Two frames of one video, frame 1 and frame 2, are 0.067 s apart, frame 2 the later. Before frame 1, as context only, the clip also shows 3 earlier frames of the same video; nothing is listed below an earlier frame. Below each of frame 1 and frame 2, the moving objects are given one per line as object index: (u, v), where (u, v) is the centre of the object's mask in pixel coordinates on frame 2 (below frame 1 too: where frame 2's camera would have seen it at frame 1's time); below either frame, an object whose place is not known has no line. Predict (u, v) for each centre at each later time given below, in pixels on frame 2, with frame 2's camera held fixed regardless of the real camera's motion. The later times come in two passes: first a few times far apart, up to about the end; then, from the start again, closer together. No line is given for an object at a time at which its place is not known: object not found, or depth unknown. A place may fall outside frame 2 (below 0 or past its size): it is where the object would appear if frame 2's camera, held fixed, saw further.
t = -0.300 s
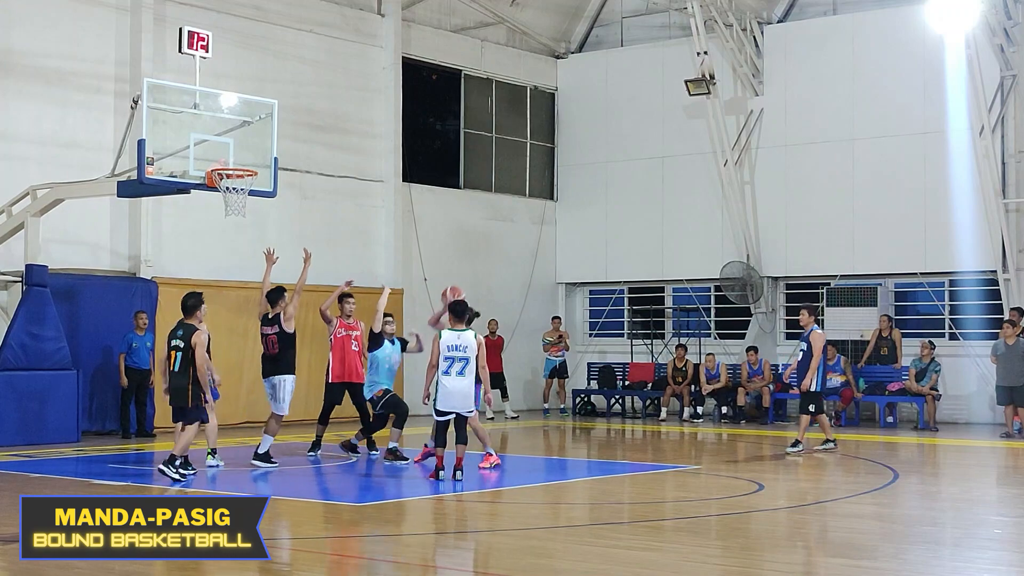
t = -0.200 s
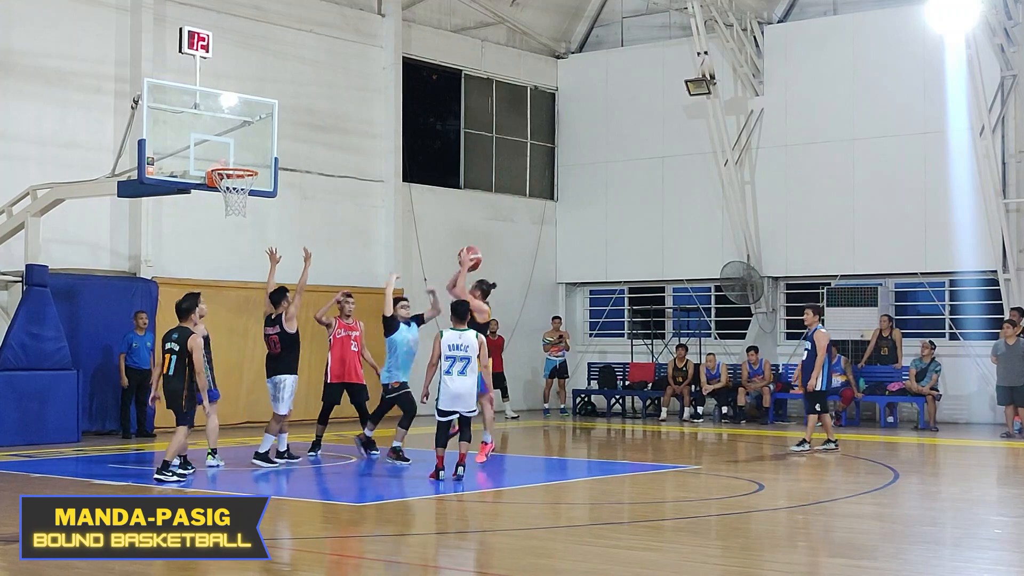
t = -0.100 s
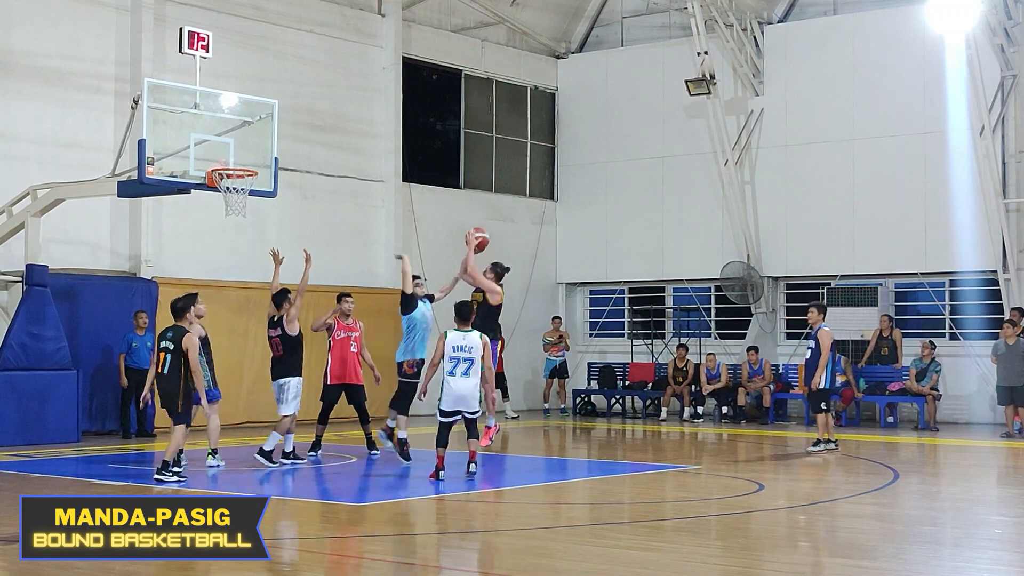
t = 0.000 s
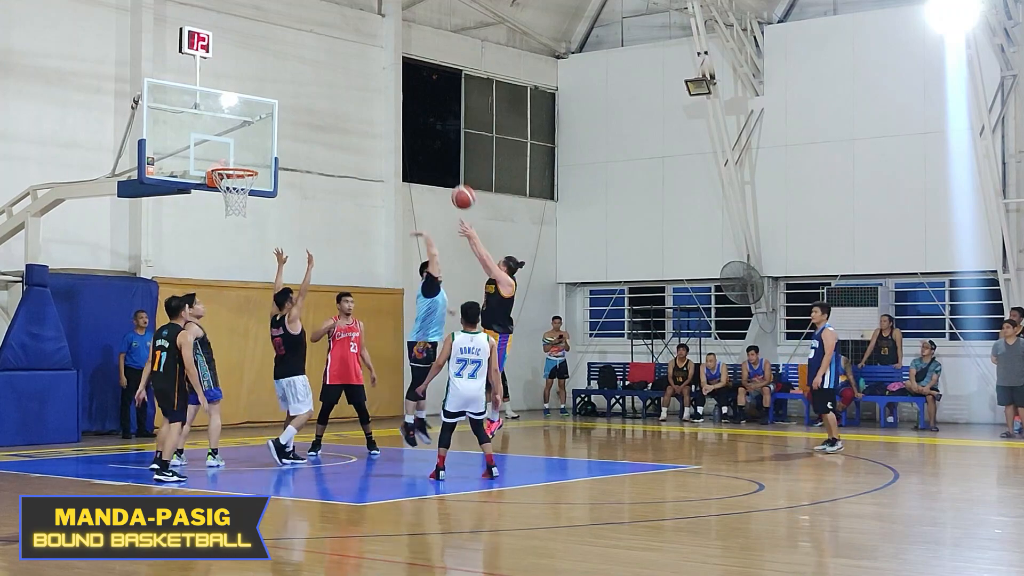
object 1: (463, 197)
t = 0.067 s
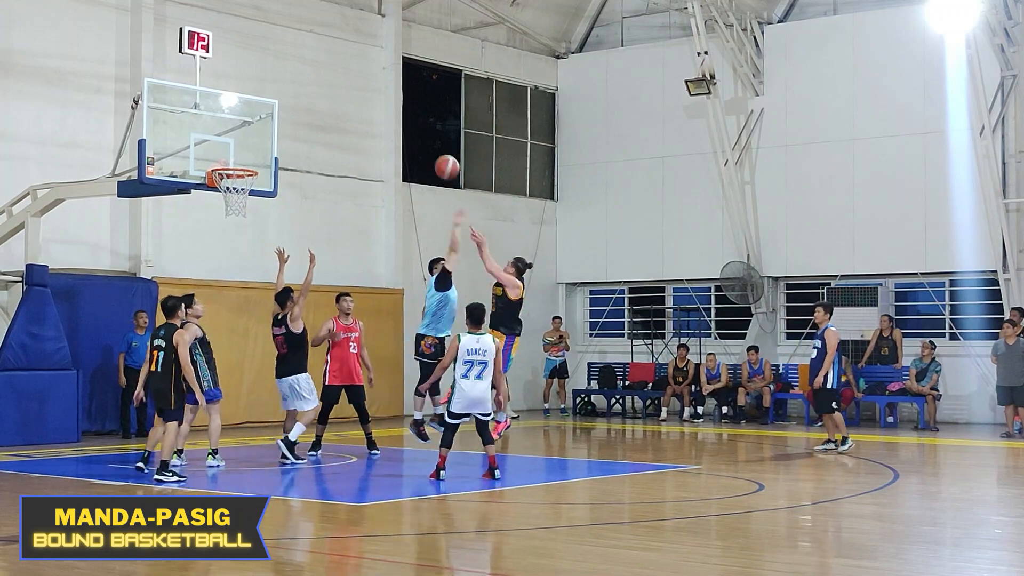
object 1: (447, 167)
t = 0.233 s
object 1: (407, 113)
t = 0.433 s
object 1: (359, 83)
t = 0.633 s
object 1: (313, 90)
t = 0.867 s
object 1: (262, 145)
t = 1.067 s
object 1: (235, 156)
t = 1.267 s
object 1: (224, 149)
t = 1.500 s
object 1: (218, 155)
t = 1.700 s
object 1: (226, 150)
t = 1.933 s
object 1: (236, 177)
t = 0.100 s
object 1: (439, 154)
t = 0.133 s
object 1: (431, 142)
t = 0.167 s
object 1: (422, 131)
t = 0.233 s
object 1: (407, 113)
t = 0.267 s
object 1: (399, 105)
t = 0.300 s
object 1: (391, 98)
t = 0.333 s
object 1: (383, 93)
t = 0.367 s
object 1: (375, 89)
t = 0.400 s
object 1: (367, 86)
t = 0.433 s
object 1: (359, 83)
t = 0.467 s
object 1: (351, 82)
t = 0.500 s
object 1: (344, 81)
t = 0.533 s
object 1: (336, 82)
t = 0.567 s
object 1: (328, 84)
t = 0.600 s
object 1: (320, 86)
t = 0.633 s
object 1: (313, 90)
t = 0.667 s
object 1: (306, 95)
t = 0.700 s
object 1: (298, 101)
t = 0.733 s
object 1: (291, 107)
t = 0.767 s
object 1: (284, 116)
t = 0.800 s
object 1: (276, 124)
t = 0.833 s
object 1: (269, 134)
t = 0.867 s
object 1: (262, 145)
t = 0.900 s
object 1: (253, 157)
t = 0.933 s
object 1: (249, 159)
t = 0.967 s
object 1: (246, 157)
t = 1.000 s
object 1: (242, 156)
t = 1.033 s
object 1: (239, 155)
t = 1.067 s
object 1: (235, 156)
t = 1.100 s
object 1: (232, 158)
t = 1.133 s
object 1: (228, 159)
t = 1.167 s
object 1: (225, 160)
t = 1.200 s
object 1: (225, 156)
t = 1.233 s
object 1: (224, 153)
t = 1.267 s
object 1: (224, 149)
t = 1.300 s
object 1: (223, 147)
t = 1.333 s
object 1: (223, 146)
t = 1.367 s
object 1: (222, 146)
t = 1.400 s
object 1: (221, 147)
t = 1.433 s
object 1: (221, 148)
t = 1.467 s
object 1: (220, 151)
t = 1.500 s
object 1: (218, 155)
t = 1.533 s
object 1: (218, 159)
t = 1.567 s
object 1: (219, 157)
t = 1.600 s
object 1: (220, 154)
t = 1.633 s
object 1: (222, 152)
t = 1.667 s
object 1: (224, 151)
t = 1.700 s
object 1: (226, 150)
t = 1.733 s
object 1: (227, 151)
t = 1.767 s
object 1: (229, 152)
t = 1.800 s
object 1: (231, 155)
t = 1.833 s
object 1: (232, 158)
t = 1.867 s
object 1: (234, 161)
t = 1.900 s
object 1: (235, 167)
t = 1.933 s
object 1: (236, 177)
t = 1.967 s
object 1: (238, 181)
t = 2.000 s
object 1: (240, 191)
